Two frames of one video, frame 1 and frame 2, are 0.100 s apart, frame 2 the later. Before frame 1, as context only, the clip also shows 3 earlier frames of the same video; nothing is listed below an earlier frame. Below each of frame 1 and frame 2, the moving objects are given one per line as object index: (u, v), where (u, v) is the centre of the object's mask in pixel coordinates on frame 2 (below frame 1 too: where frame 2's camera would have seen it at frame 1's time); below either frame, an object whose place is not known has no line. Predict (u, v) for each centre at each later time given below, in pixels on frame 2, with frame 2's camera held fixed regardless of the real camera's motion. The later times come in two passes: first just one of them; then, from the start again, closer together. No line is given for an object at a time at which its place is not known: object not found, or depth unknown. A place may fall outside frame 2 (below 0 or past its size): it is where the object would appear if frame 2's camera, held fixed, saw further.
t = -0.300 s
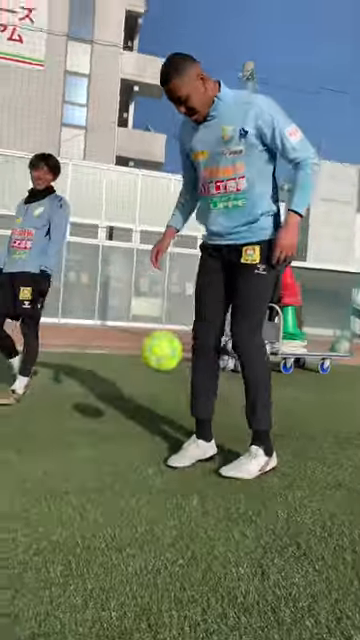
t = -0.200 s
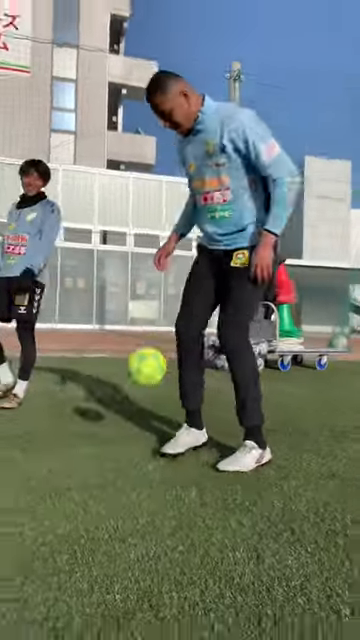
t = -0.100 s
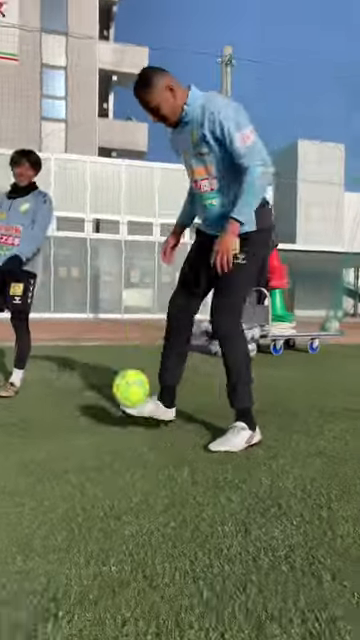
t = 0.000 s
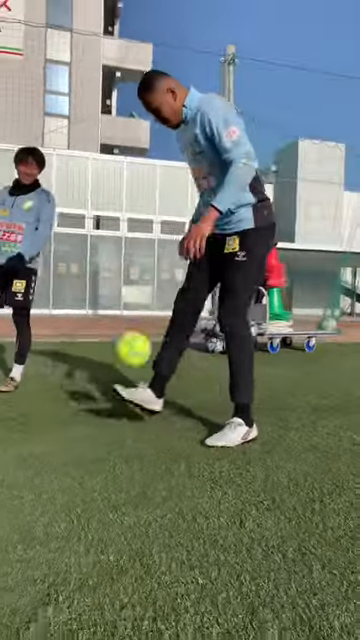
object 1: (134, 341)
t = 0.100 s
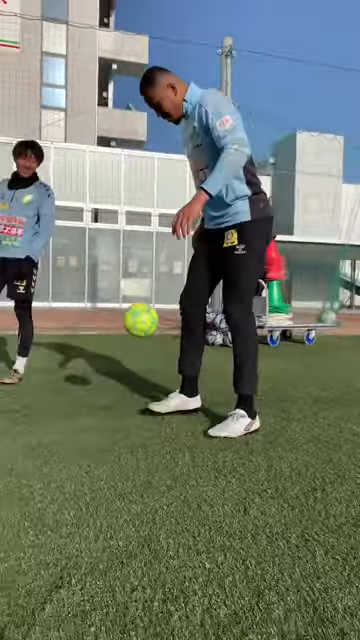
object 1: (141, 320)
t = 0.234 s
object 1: (147, 319)
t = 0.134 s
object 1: (142, 317)
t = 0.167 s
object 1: (144, 316)
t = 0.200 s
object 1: (145, 317)
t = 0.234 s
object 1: (147, 319)
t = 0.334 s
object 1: (151, 343)
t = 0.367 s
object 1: (152, 355)
